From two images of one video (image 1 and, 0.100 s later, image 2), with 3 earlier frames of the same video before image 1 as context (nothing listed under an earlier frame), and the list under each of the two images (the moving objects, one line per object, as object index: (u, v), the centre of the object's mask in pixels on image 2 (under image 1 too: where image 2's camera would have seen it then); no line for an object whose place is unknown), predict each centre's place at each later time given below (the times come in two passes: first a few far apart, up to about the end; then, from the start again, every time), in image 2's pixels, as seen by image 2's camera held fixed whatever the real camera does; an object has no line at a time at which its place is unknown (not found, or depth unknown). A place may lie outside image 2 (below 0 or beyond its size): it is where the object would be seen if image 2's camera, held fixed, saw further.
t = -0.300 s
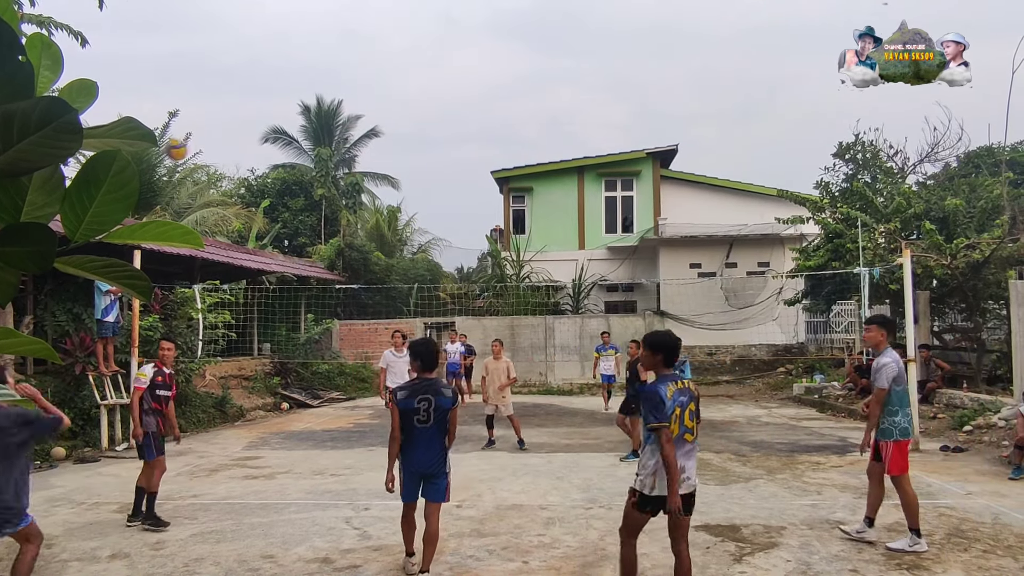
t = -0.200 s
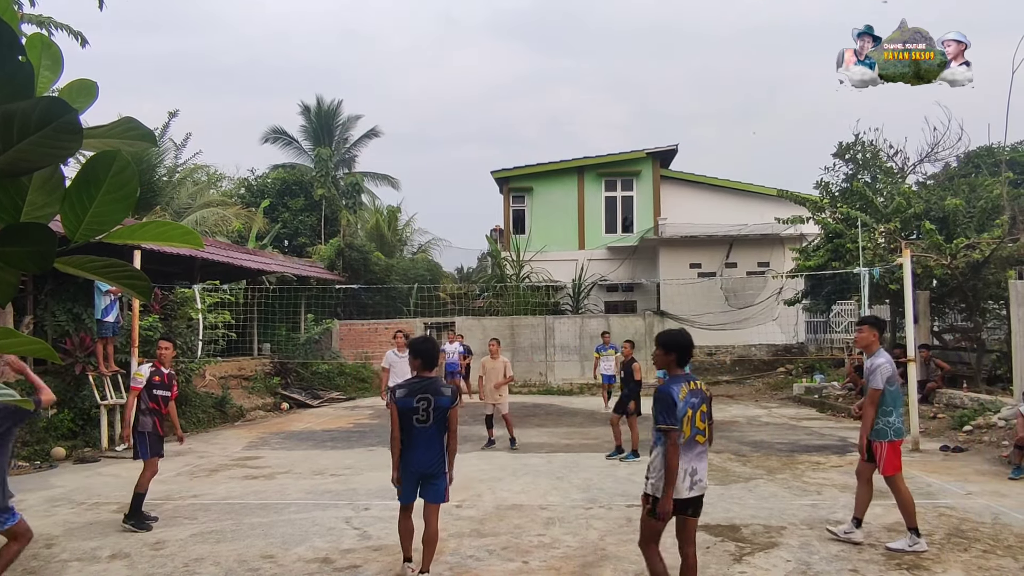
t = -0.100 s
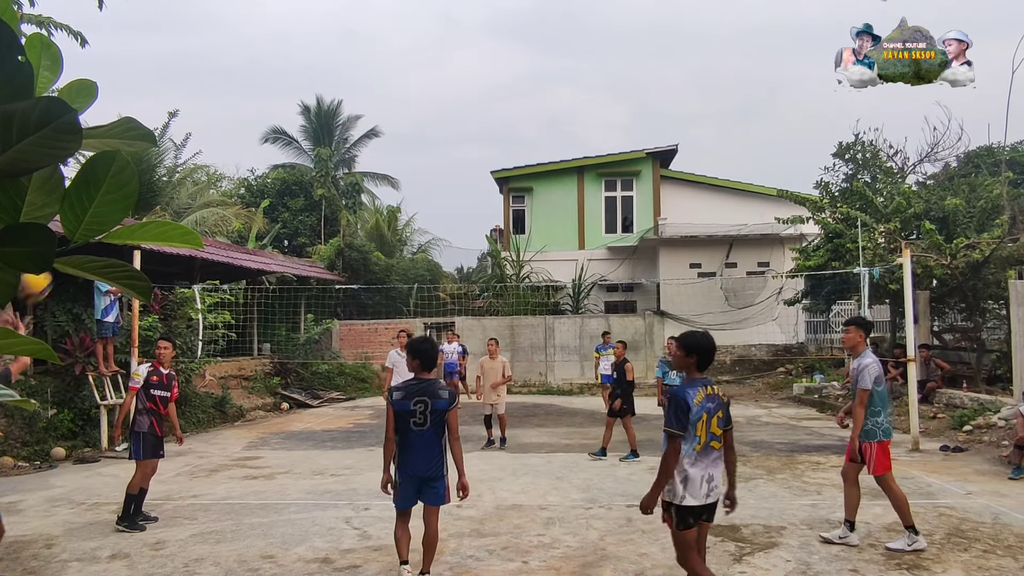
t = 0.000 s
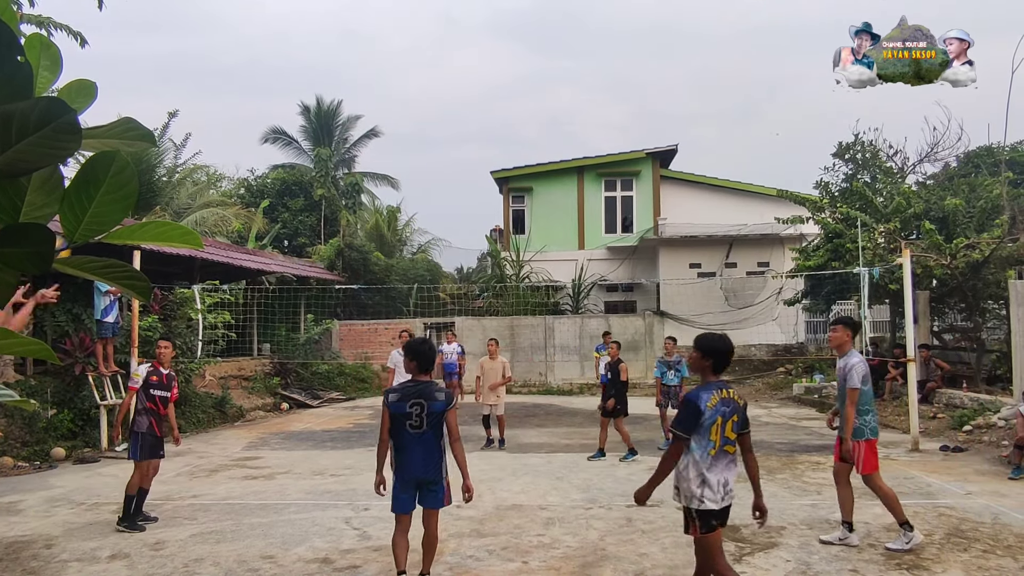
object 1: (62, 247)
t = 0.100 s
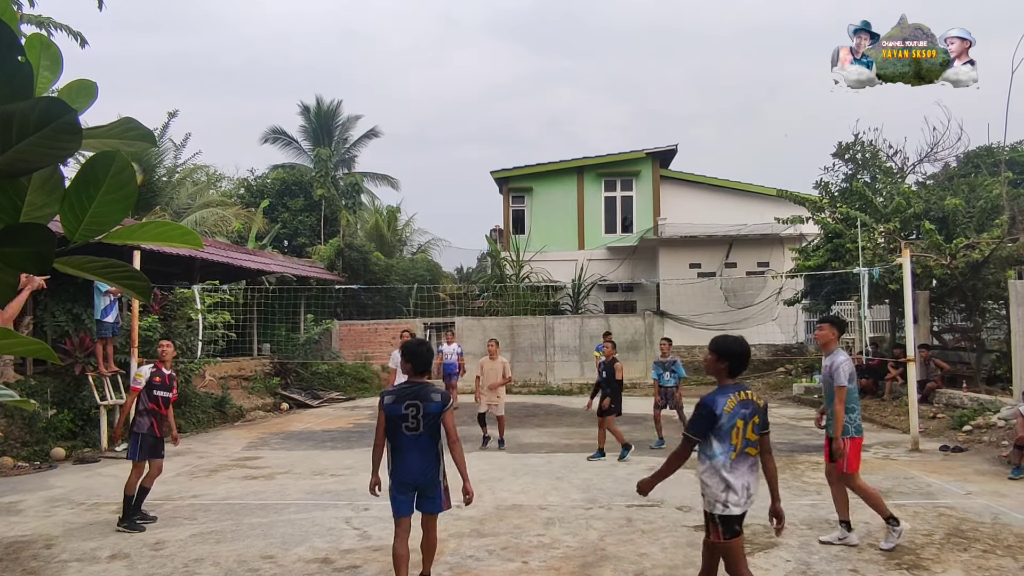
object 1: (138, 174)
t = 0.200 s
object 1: (189, 124)
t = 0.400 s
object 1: (293, 67)
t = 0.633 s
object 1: (388, 63)
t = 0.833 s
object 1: (454, 98)
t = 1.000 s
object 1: (502, 148)
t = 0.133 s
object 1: (147, 160)
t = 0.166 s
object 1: (169, 139)
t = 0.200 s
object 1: (189, 124)
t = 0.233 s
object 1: (208, 110)
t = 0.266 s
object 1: (226, 98)
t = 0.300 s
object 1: (244, 88)
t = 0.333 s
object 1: (261, 79)
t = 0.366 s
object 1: (277, 72)
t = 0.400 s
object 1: (293, 67)
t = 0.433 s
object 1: (308, 62)
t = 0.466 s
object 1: (323, 60)
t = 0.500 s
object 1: (337, 58)
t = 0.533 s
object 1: (350, 58)
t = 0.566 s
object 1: (363, 58)
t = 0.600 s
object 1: (376, 60)
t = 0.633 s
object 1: (388, 63)
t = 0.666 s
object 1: (400, 66)
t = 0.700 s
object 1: (411, 71)
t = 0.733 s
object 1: (423, 76)
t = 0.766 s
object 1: (433, 83)
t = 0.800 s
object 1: (444, 90)
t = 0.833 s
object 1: (454, 98)
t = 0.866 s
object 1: (464, 106)
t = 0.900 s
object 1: (474, 116)
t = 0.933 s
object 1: (483, 126)
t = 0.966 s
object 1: (493, 137)
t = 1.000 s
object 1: (502, 148)
